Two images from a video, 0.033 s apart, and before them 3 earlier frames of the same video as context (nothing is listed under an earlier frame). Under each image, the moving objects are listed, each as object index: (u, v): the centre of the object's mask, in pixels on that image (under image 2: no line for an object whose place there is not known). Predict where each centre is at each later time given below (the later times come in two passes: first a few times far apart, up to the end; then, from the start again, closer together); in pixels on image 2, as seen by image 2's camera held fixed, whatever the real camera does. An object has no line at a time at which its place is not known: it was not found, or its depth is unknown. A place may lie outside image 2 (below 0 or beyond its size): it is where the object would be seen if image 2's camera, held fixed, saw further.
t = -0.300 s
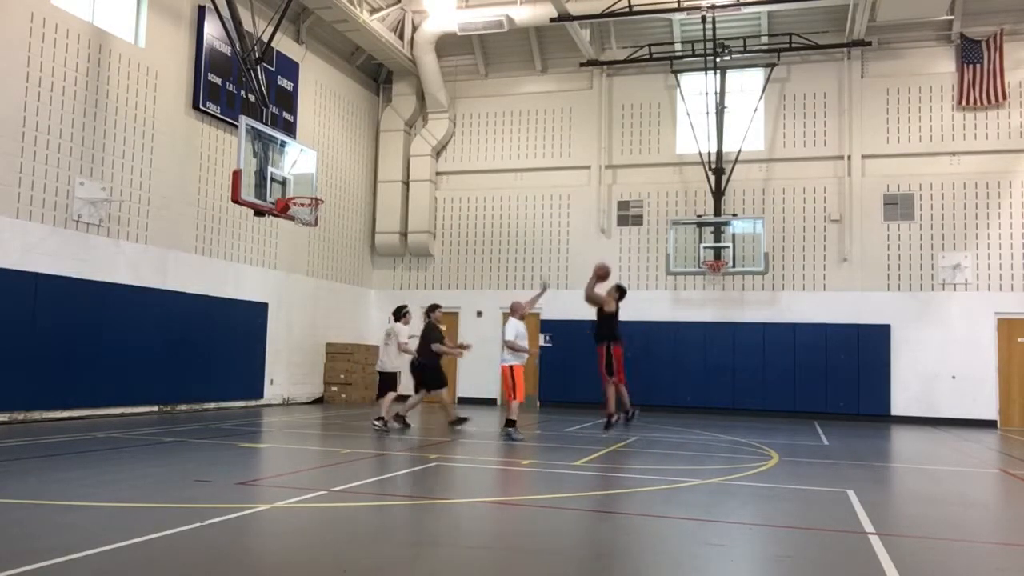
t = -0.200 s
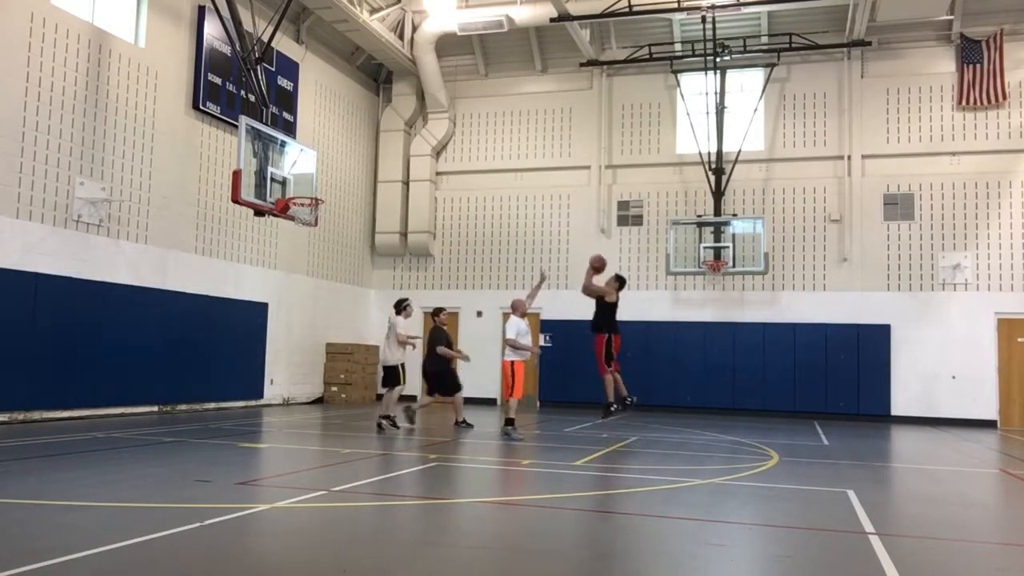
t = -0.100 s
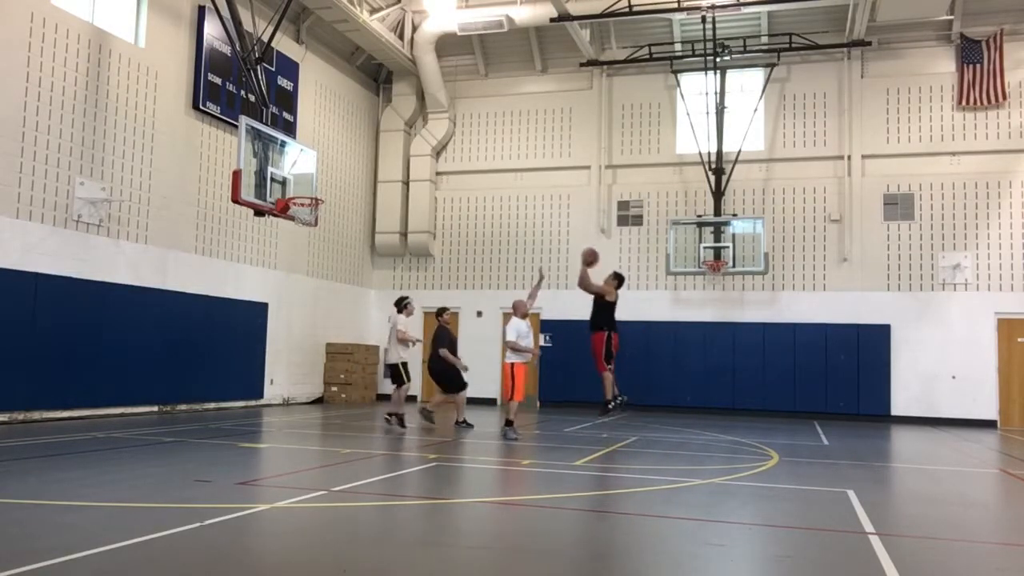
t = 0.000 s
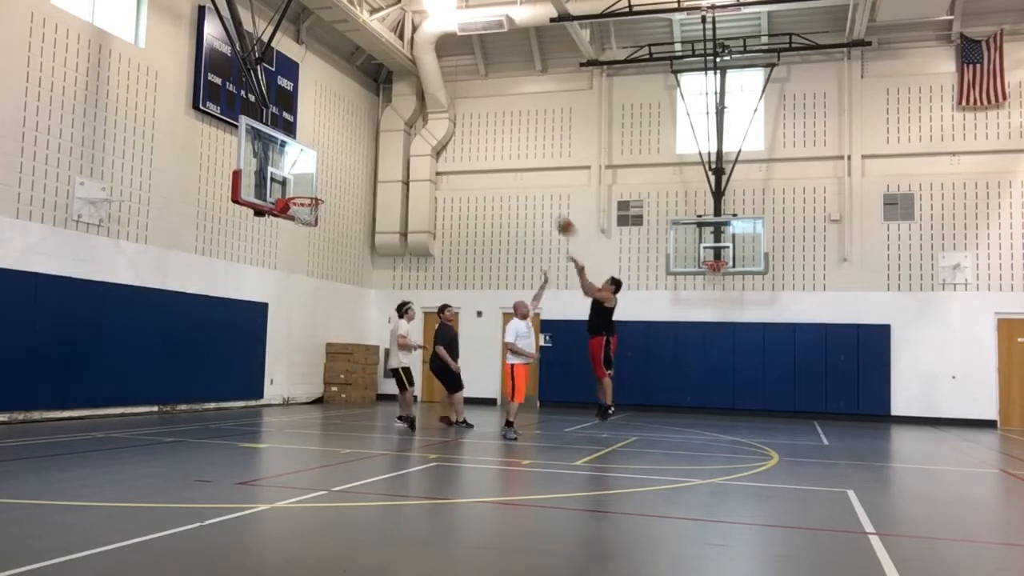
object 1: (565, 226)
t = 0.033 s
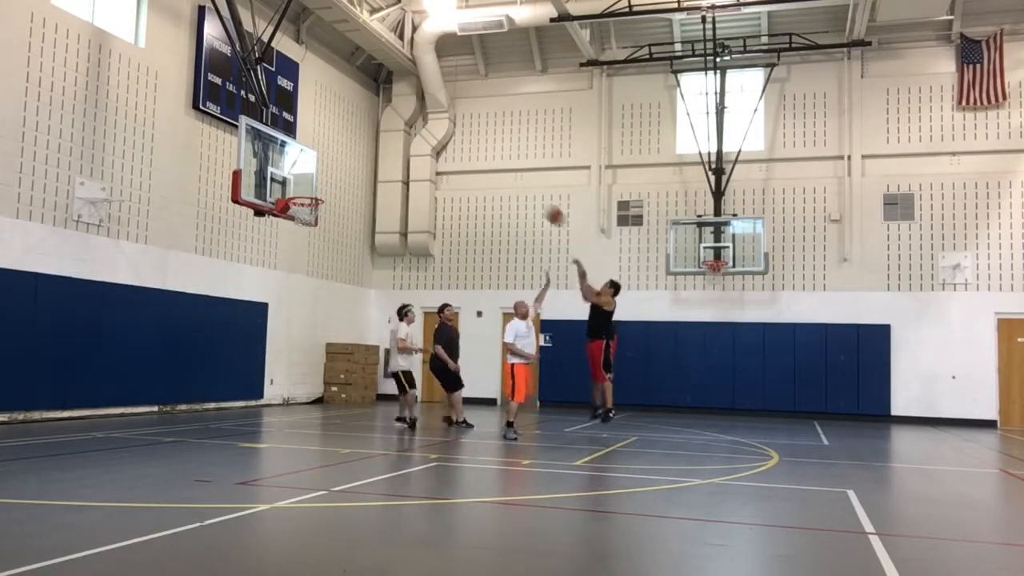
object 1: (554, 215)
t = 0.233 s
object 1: (494, 168)
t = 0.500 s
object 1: (414, 150)
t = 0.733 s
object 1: (343, 175)
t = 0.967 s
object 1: (282, 223)
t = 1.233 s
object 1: (247, 280)
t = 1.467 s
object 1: (214, 373)
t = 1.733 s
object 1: (214, 357)
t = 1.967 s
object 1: (233, 311)
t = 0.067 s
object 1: (544, 205)
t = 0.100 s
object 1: (534, 196)
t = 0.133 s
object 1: (524, 188)
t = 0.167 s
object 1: (514, 181)
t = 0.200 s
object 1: (504, 174)
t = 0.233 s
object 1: (494, 168)
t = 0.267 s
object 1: (485, 164)
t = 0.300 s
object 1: (473, 159)
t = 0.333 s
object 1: (464, 156)
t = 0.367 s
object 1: (454, 153)
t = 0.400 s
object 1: (444, 151)
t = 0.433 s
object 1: (433, 150)
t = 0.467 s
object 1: (422, 149)
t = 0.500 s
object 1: (414, 150)
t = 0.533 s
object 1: (404, 151)
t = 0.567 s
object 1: (393, 153)
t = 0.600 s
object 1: (383, 156)
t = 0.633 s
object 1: (373, 160)
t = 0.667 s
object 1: (364, 163)
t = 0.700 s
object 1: (353, 169)
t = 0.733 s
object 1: (343, 175)
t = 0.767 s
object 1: (331, 181)
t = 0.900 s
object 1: (289, 214)
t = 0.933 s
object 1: (286, 217)
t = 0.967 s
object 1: (282, 223)
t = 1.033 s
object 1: (274, 231)
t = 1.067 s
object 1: (269, 238)
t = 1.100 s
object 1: (265, 244)
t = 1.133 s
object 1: (261, 252)
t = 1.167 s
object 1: (256, 261)
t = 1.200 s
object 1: (252, 270)
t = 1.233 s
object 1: (247, 280)
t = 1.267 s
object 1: (242, 290)
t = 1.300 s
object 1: (237, 303)
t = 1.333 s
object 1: (233, 316)
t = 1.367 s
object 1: (229, 329)
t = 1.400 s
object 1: (224, 342)
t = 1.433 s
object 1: (219, 358)
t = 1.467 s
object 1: (214, 373)
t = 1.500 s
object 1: (209, 389)
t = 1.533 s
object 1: (199, 411)
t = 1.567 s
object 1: (198, 418)
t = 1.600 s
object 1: (201, 405)
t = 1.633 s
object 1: (206, 390)
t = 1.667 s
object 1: (209, 378)
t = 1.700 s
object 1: (212, 368)
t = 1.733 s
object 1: (214, 357)
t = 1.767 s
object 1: (217, 348)
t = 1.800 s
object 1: (220, 340)
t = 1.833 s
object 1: (222, 333)
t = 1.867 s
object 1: (224, 326)
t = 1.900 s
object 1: (227, 320)
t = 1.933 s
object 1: (230, 315)
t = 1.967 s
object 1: (233, 311)
